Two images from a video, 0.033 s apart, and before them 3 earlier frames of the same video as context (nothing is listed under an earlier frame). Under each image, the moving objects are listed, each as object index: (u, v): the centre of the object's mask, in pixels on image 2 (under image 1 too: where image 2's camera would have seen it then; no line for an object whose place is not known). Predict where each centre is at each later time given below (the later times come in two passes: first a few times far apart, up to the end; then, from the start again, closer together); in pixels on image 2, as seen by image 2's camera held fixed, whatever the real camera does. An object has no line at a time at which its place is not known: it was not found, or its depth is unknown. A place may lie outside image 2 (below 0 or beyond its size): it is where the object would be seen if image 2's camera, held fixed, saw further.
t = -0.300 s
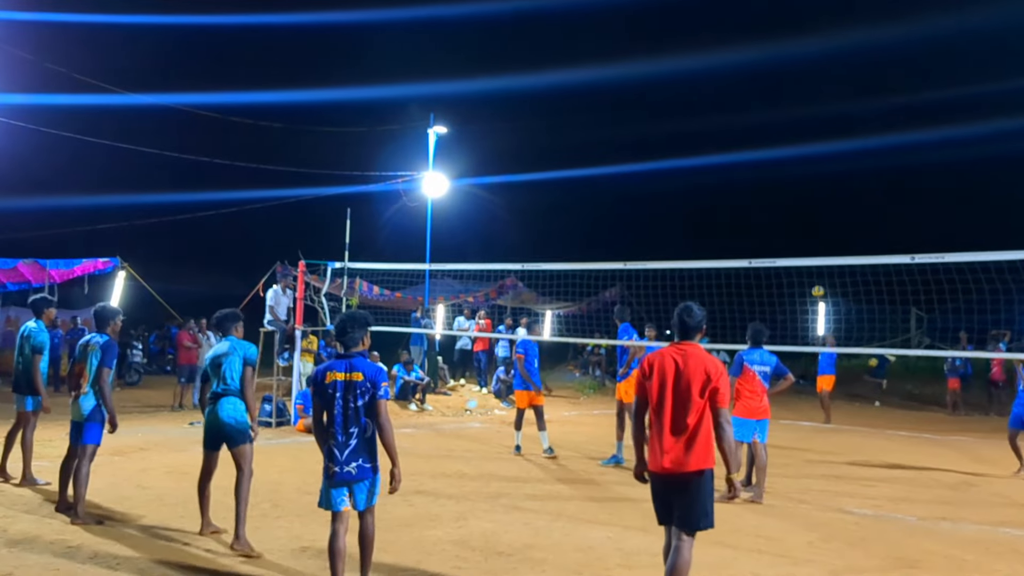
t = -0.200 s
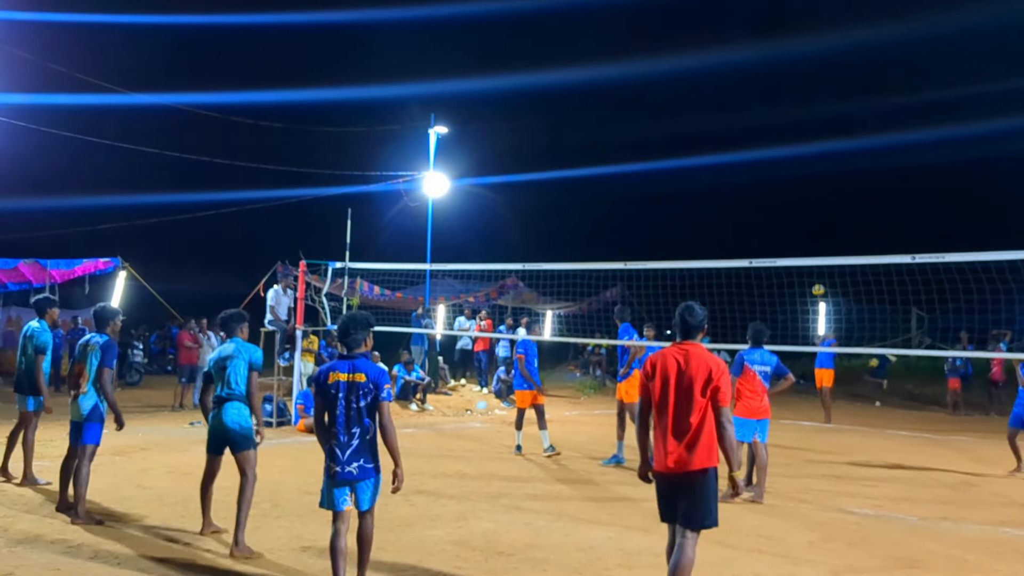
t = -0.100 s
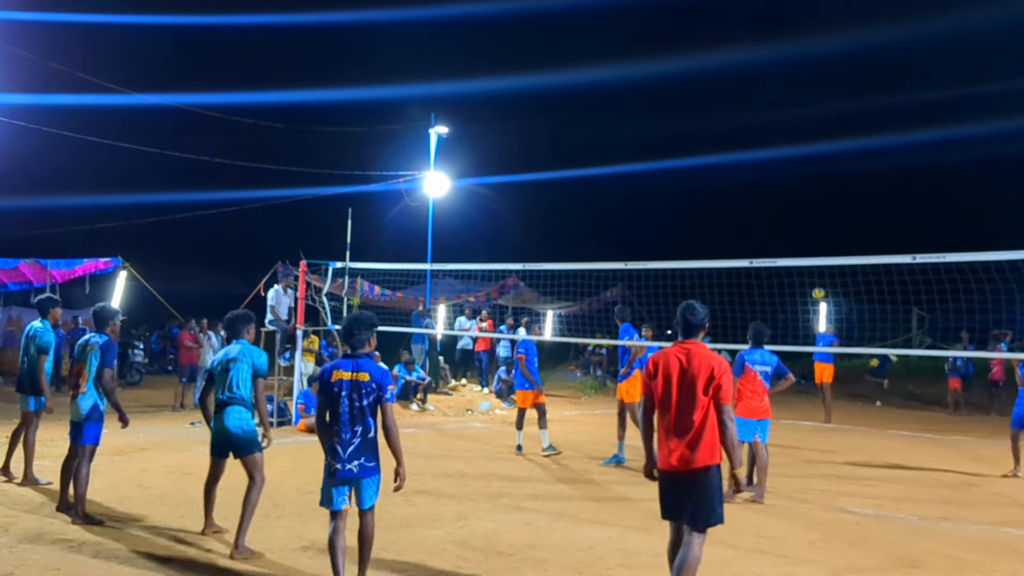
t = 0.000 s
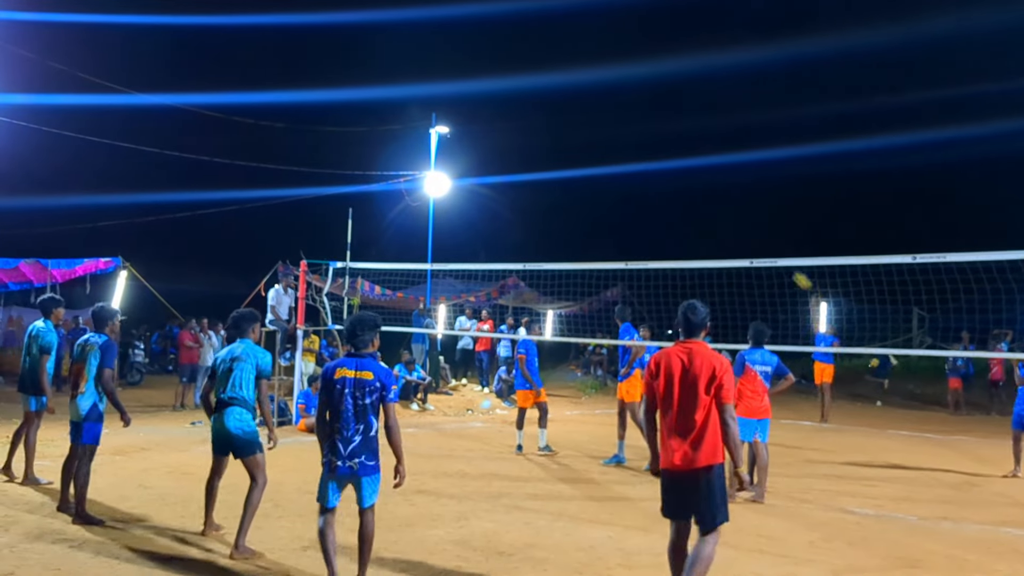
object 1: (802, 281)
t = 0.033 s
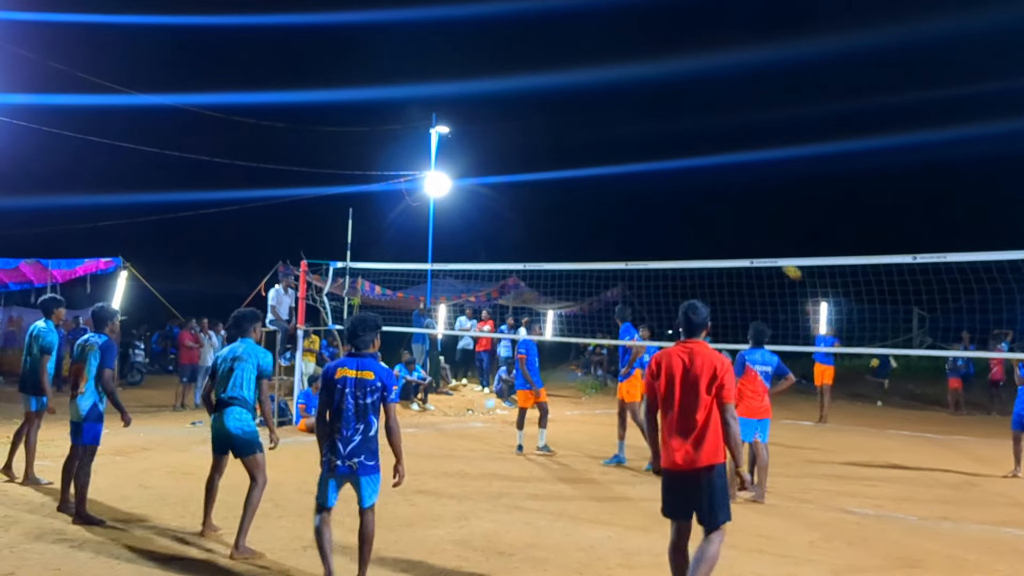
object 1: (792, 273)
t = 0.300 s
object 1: (691, 200)
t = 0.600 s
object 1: (554, 161)
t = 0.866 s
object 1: (394, 188)
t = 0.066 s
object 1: (777, 256)
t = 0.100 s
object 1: (768, 250)
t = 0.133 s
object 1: (757, 242)
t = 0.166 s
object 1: (744, 232)
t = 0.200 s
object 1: (731, 224)
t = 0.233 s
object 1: (718, 215)
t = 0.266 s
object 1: (705, 208)
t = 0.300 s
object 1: (691, 200)
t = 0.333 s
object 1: (677, 194)
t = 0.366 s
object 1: (664, 187)
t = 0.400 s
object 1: (649, 181)
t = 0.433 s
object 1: (635, 176)
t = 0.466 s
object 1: (620, 172)
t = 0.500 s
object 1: (604, 168)
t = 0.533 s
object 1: (588, 164)
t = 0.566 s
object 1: (571, 162)
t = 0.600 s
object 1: (554, 161)
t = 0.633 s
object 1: (536, 161)
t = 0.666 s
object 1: (517, 162)
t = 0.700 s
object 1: (499, 164)
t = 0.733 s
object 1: (480, 166)
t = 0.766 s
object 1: (462, 169)
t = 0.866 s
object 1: (394, 188)
